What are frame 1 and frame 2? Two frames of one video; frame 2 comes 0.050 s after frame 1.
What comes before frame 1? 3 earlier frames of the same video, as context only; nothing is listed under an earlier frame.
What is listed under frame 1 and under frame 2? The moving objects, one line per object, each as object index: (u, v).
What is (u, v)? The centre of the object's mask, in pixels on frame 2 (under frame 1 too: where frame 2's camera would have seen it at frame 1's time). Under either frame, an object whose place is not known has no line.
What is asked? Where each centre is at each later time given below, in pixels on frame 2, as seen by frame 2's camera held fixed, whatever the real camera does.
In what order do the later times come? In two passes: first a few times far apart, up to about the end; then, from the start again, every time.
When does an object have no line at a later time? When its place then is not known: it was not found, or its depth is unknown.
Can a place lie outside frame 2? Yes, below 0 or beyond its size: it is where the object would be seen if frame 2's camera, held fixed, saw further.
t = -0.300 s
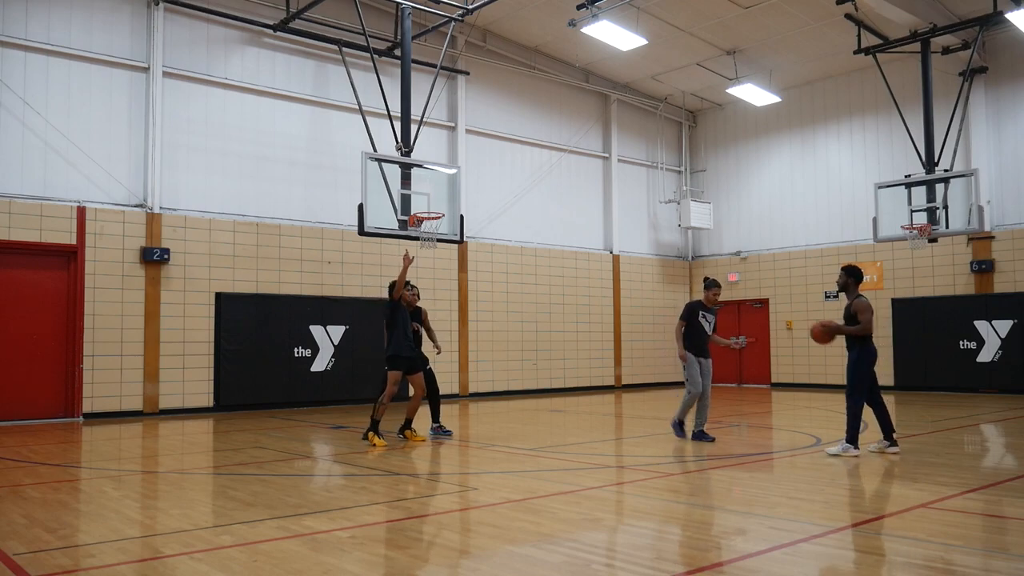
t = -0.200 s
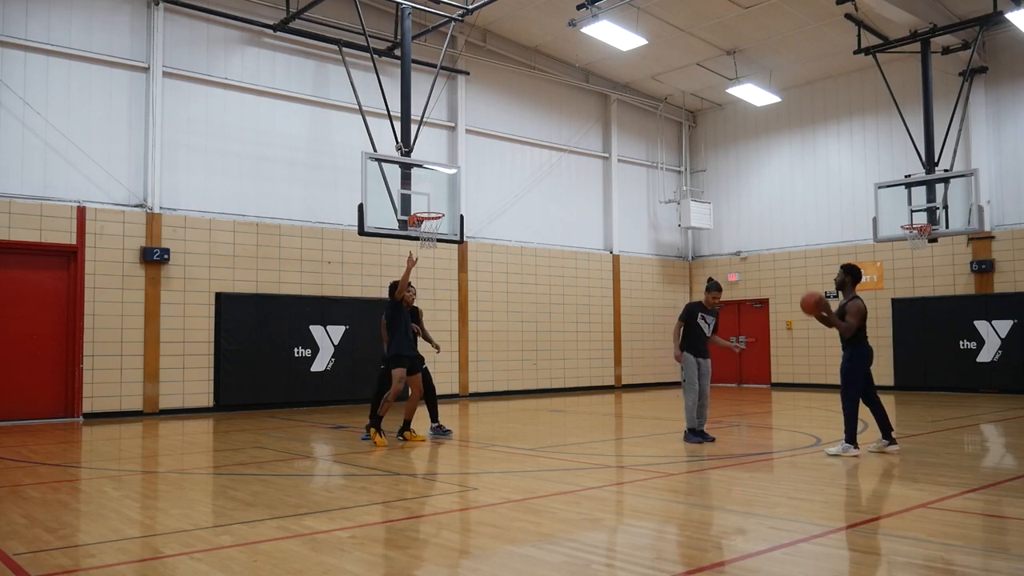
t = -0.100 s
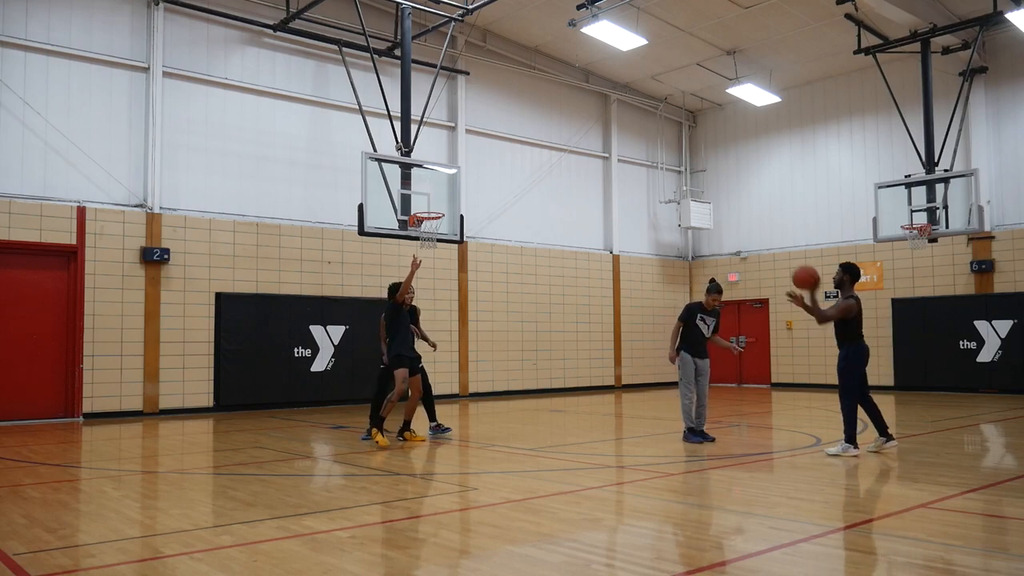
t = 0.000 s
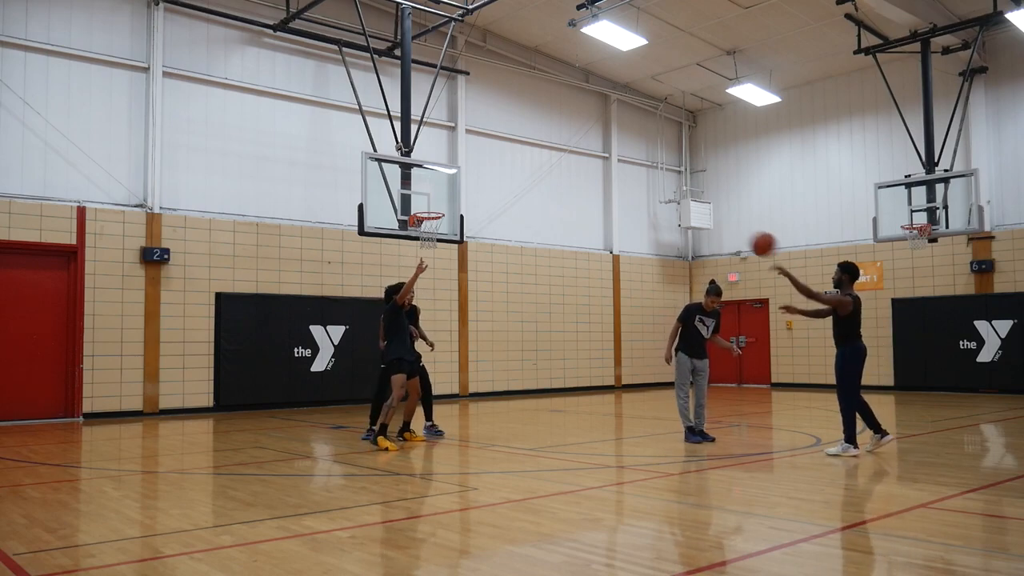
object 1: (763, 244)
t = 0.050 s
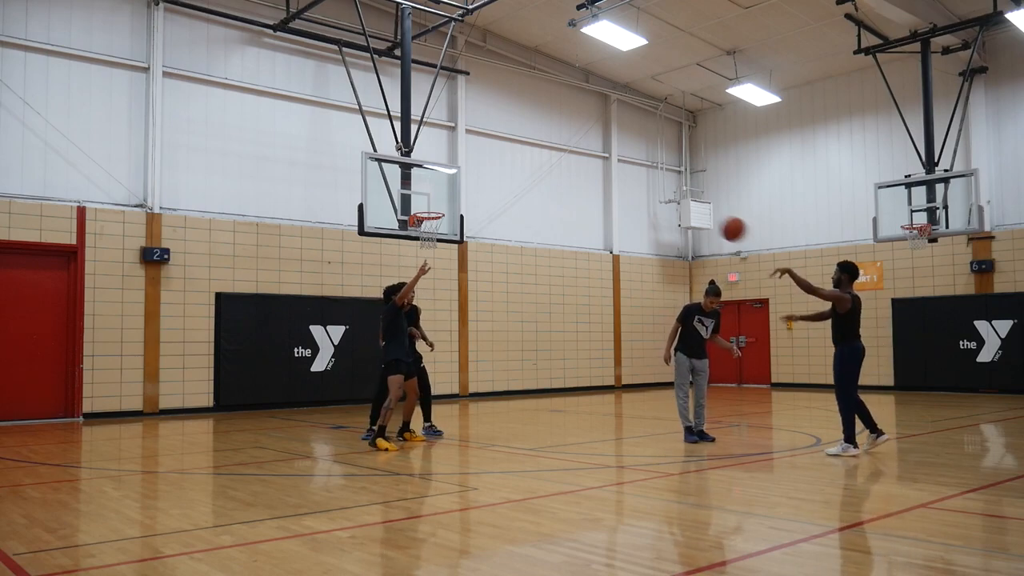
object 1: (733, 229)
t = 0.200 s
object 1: (645, 200)
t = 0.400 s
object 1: (533, 198)
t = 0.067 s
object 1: (723, 224)
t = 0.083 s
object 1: (714, 221)
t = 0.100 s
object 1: (704, 217)
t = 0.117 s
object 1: (693, 213)
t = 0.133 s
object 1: (683, 210)
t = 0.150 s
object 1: (674, 207)
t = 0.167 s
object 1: (665, 205)
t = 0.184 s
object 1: (655, 202)
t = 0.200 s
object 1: (645, 200)
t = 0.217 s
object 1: (635, 198)
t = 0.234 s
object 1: (626, 197)
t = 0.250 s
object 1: (616, 196)
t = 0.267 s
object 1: (607, 195)
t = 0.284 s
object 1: (598, 194)
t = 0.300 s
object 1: (588, 194)
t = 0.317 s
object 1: (579, 194)
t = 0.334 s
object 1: (570, 194)
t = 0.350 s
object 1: (560, 195)
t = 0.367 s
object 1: (551, 196)
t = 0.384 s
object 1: (542, 197)
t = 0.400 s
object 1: (533, 198)
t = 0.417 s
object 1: (524, 199)
